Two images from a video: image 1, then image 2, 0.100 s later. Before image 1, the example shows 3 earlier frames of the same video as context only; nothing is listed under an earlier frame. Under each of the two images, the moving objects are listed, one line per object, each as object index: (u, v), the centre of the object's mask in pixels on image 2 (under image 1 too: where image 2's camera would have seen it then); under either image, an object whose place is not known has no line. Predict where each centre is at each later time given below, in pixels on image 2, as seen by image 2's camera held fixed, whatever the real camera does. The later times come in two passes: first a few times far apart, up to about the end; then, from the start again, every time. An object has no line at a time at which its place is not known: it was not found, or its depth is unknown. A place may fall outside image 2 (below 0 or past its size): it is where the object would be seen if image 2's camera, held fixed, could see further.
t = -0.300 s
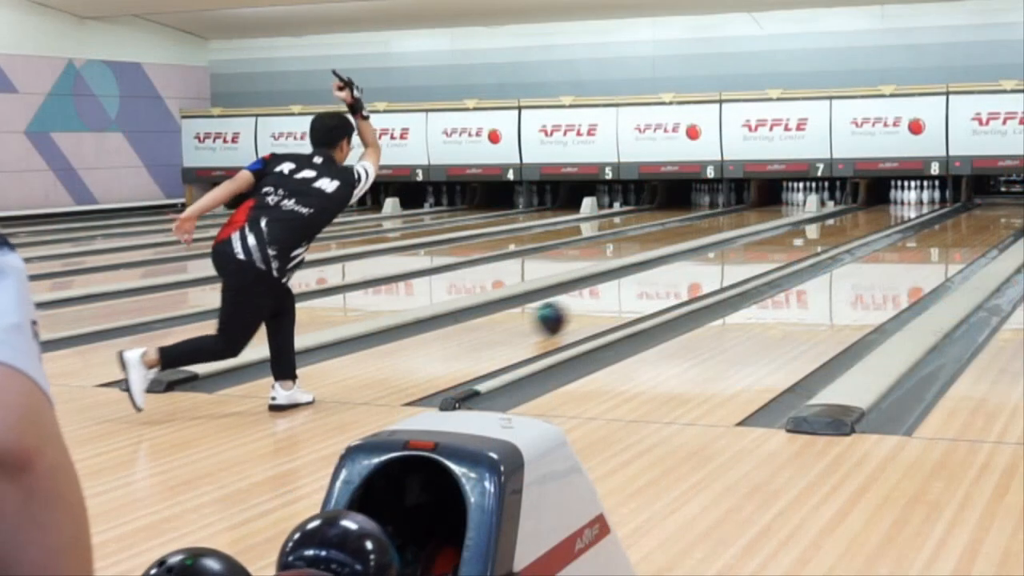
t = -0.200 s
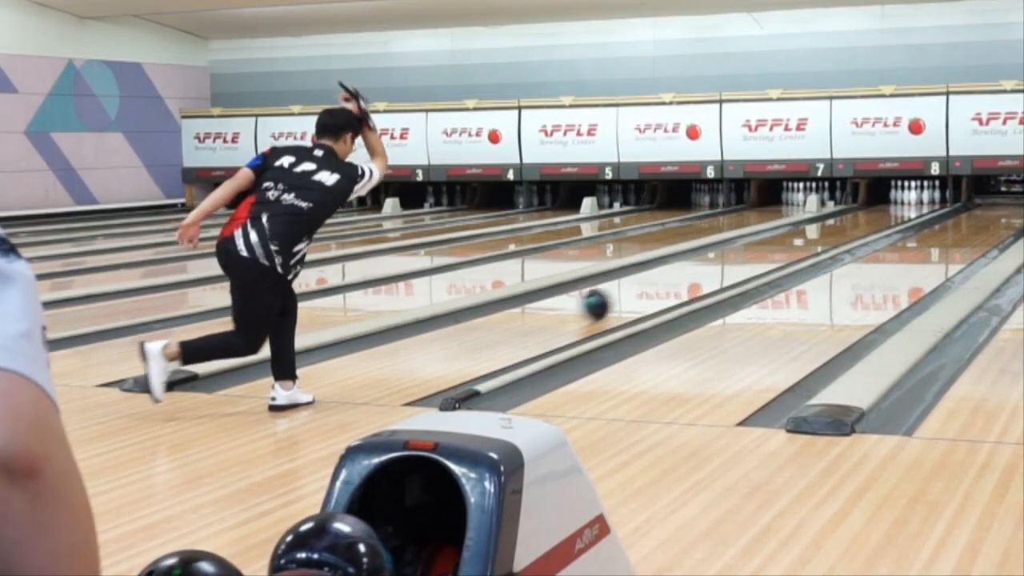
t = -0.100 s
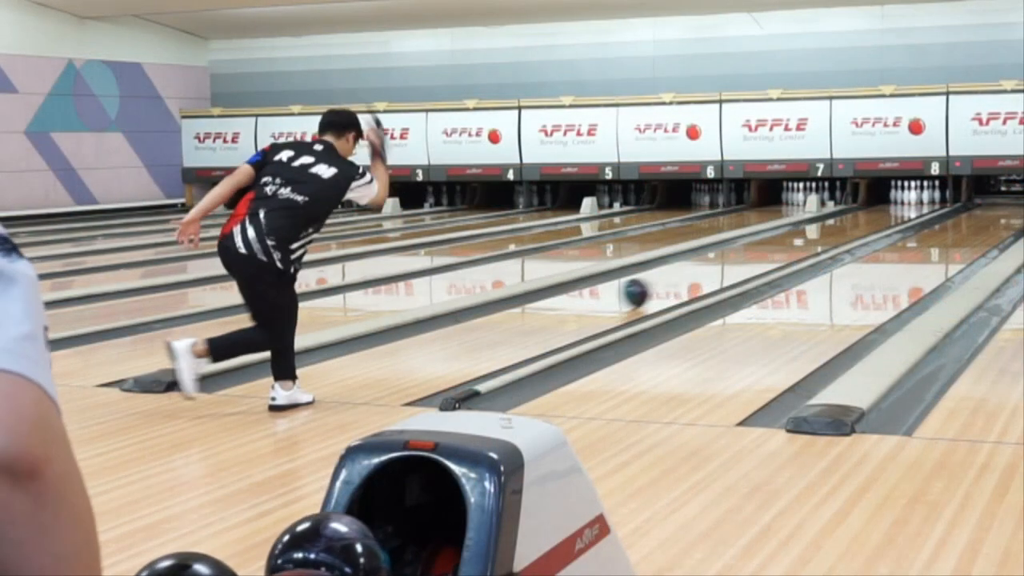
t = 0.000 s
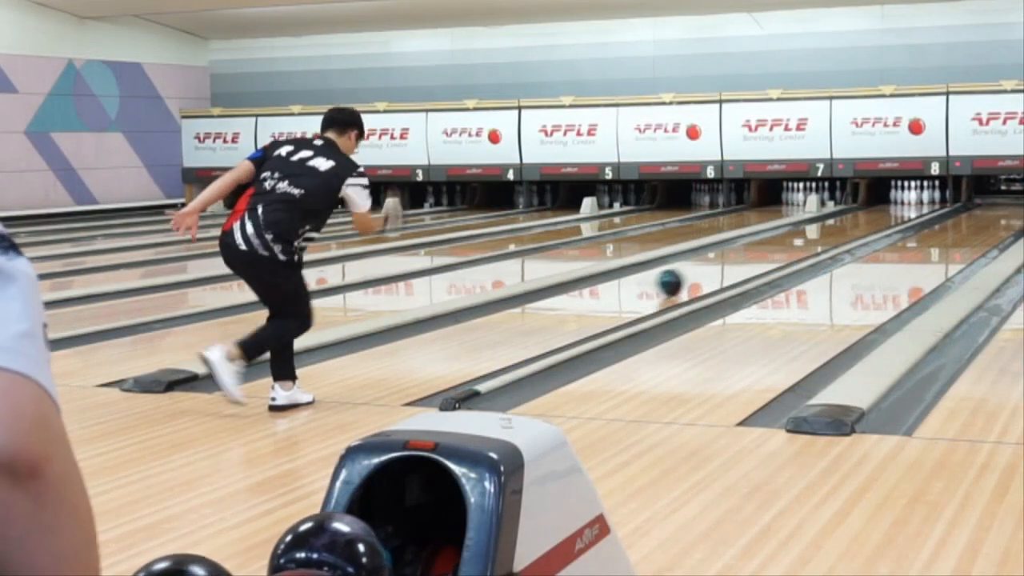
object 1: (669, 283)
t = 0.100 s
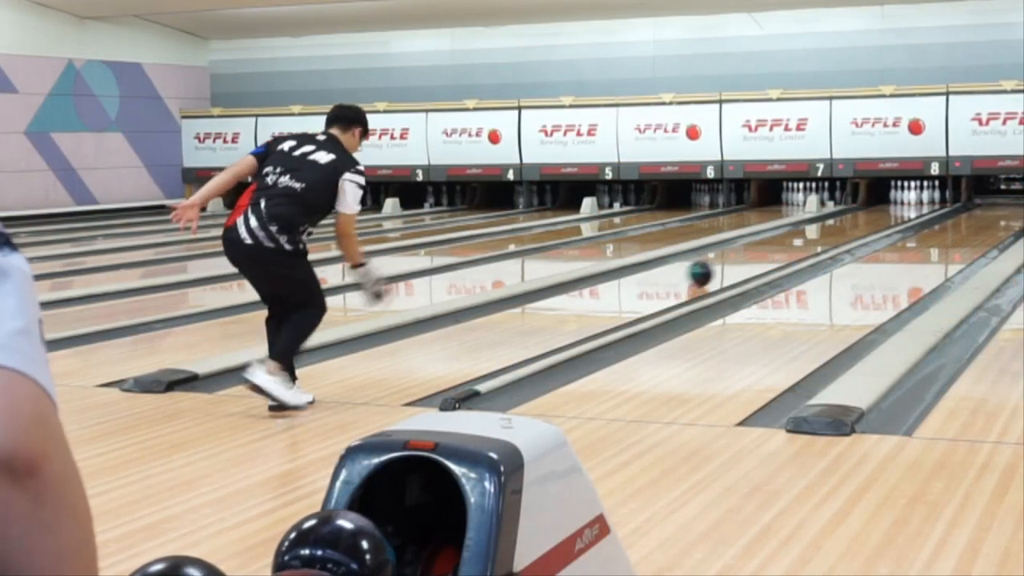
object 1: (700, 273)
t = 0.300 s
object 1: (751, 258)
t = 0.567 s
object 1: (803, 242)
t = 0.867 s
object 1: (847, 229)
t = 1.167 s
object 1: (878, 218)
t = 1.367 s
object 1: (895, 212)
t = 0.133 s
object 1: (710, 270)
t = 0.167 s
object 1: (718, 267)
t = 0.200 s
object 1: (727, 265)
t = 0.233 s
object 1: (736, 262)
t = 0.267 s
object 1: (744, 260)
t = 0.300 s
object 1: (751, 258)
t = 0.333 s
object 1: (758, 255)
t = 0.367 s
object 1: (766, 253)
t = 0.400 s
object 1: (773, 251)
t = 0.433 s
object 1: (779, 249)
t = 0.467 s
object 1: (785, 248)
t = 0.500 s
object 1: (791, 246)
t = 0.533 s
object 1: (798, 244)
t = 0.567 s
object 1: (803, 242)
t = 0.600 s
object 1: (809, 240)
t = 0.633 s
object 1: (814, 239)
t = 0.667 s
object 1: (820, 237)
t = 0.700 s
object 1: (824, 235)
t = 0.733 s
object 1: (829, 234)
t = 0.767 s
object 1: (833, 233)
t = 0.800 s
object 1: (838, 231)
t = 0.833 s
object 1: (842, 230)
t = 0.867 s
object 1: (847, 229)
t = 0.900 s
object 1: (850, 227)
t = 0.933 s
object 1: (855, 226)
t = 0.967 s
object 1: (858, 225)
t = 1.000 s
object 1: (862, 224)
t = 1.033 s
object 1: (865, 222)
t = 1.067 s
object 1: (869, 221)
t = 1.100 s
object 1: (872, 220)
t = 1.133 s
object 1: (876, 219)
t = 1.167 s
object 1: (878, 218)
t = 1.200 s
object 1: (881, 217)
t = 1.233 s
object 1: (884, 216)
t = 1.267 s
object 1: (887, 214)
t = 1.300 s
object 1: (890, 214)
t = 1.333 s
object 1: (892, 213)
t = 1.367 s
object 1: (895, 212)
